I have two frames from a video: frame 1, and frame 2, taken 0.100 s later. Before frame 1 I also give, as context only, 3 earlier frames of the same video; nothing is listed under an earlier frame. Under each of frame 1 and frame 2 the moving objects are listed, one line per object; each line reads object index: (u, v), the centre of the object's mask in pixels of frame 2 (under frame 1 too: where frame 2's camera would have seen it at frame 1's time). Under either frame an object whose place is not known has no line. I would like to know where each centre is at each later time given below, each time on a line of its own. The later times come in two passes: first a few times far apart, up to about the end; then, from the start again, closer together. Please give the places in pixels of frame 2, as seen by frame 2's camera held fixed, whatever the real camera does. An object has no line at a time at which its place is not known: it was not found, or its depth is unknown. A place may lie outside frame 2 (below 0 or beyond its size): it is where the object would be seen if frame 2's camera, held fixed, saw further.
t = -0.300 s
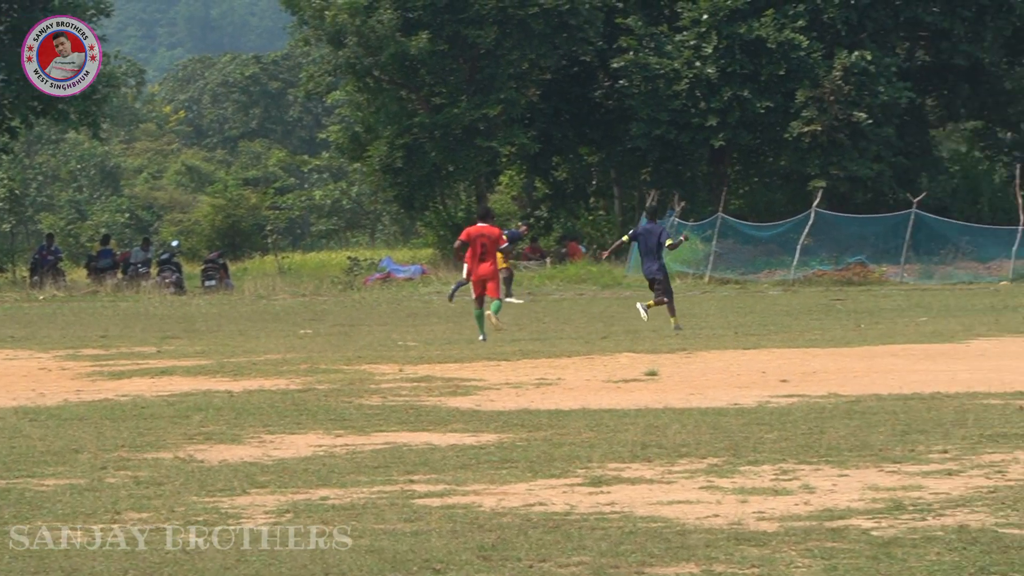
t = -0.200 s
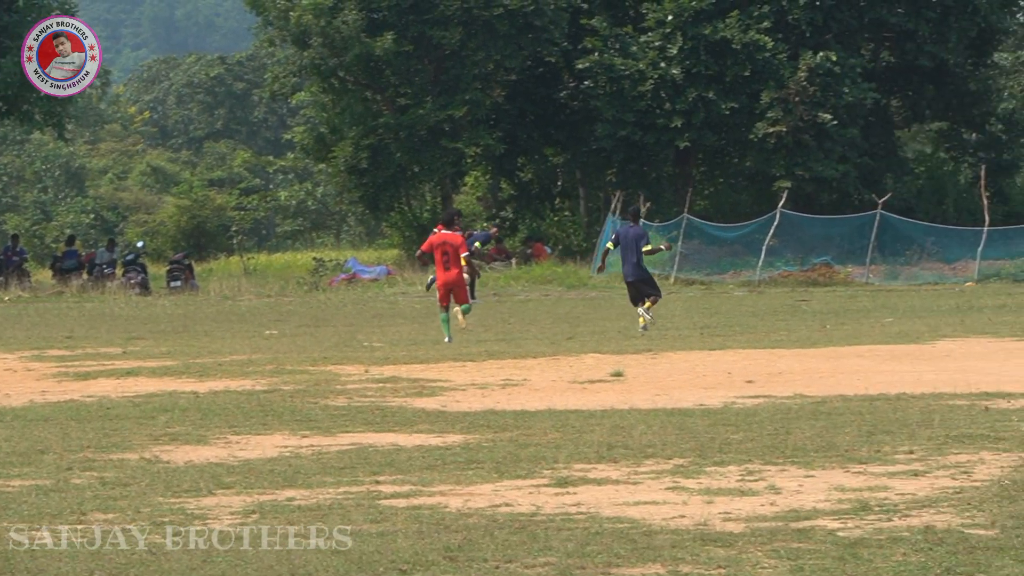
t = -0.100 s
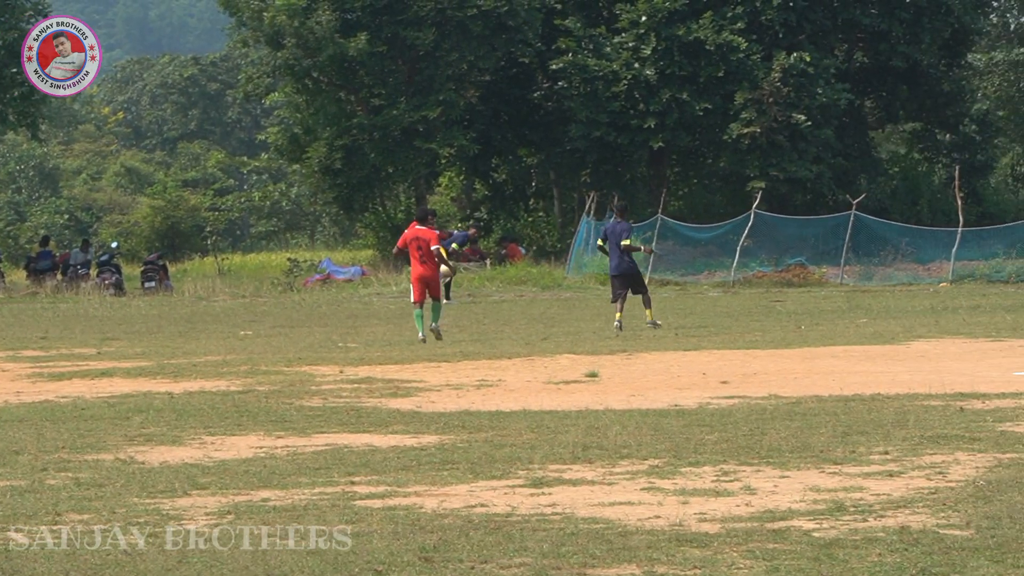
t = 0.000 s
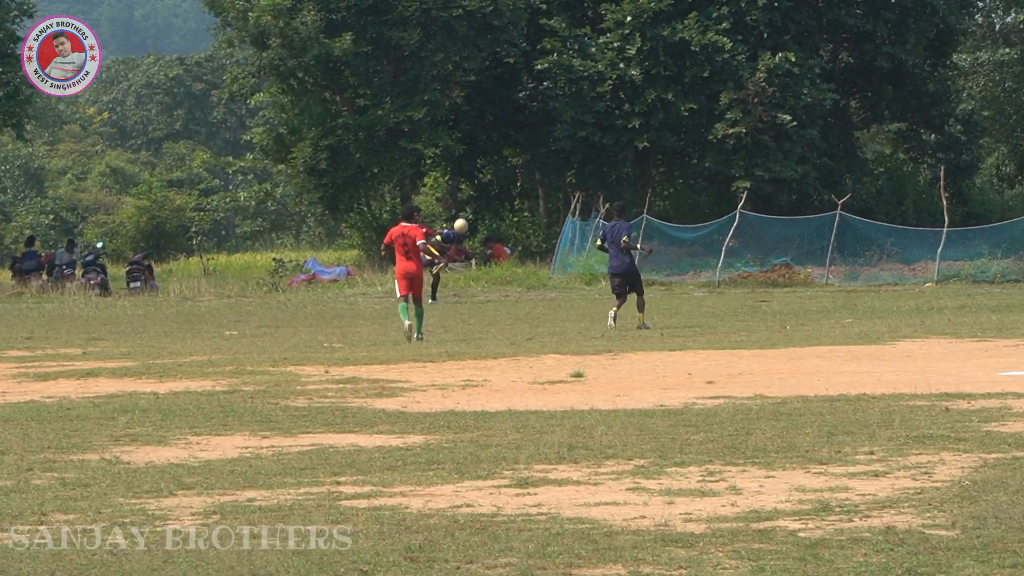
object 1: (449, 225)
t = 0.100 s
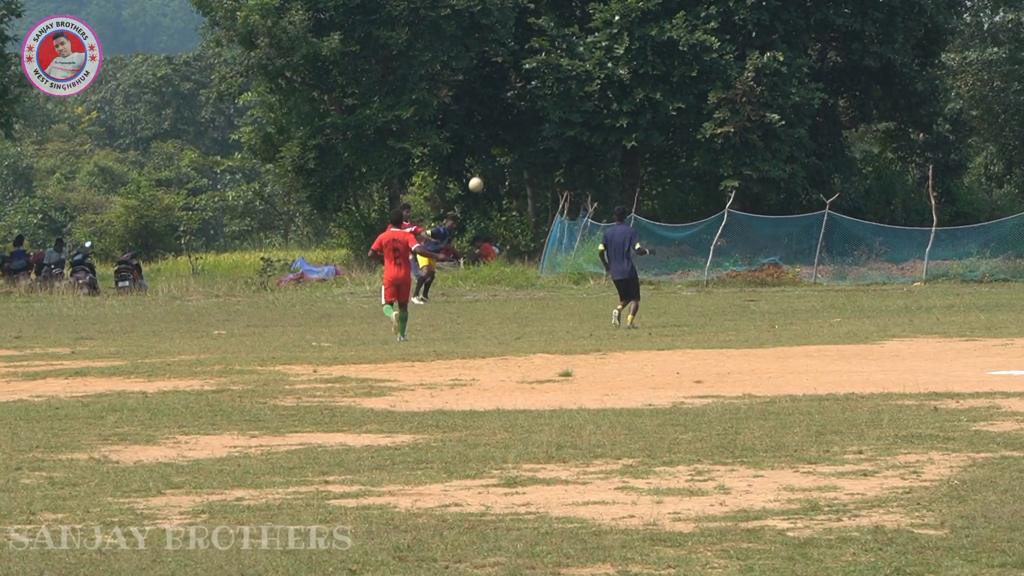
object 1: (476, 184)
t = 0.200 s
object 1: (503, 150)
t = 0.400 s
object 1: (556, 101)
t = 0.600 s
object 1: (608, 77)
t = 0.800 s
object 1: (659, 77)
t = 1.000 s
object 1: (711, 100)
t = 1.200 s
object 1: (762, 148)
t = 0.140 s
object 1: (487, 170)
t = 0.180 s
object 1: (498, 157)
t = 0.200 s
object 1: (503, 150)
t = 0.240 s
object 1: (513, 139)
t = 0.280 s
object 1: (524, 127)
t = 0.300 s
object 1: (529, 123)
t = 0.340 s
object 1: (540, 113)
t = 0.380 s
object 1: (550, 105)
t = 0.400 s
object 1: (556, 101)
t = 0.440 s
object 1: (568, 94)
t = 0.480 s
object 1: (577, 88)
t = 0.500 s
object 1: (582, 86)
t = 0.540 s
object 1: (592, 82)
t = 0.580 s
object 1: (603, 78)
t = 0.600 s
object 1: (608, 77)
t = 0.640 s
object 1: (618, 75)
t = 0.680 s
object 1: (628, 74)
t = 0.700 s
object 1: (634, 74)
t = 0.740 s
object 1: (644, 74)
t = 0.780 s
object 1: (654, 76)
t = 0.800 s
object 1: (659, 77)
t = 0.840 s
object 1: (670, 79)
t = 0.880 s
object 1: (680, 83)
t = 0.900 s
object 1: (685, 85)
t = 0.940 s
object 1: (695, 91)
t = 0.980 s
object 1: (706, 97)
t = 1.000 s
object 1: (711, 100)
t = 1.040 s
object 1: (721, 108)
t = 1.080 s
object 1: (731, 117)
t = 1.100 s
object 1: (737, 121)
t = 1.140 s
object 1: (747, 131)
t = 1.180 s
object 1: (757, 142)
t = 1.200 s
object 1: (762, 148)
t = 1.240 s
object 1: (772, 161)
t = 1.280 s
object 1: (783, 175)
